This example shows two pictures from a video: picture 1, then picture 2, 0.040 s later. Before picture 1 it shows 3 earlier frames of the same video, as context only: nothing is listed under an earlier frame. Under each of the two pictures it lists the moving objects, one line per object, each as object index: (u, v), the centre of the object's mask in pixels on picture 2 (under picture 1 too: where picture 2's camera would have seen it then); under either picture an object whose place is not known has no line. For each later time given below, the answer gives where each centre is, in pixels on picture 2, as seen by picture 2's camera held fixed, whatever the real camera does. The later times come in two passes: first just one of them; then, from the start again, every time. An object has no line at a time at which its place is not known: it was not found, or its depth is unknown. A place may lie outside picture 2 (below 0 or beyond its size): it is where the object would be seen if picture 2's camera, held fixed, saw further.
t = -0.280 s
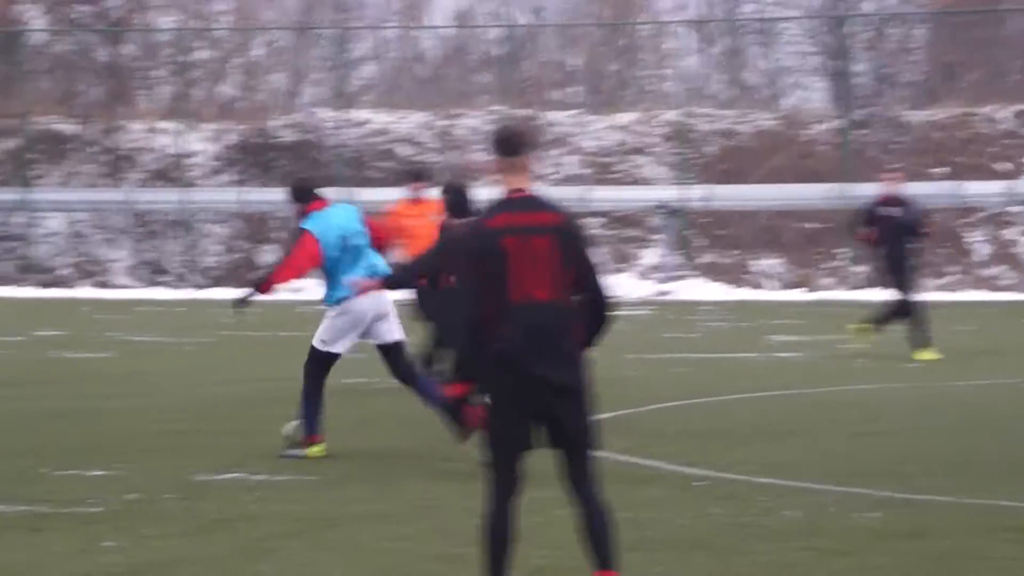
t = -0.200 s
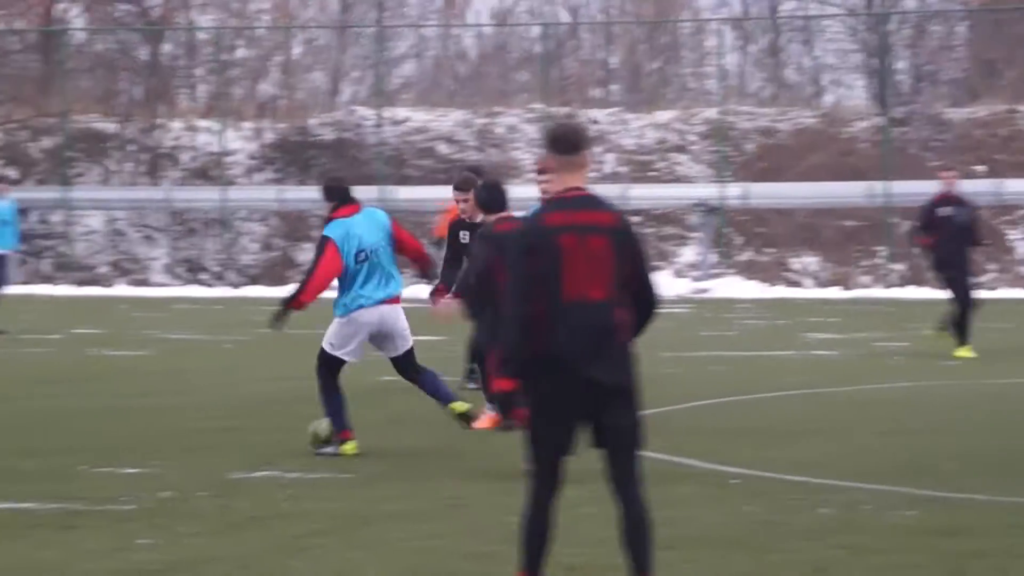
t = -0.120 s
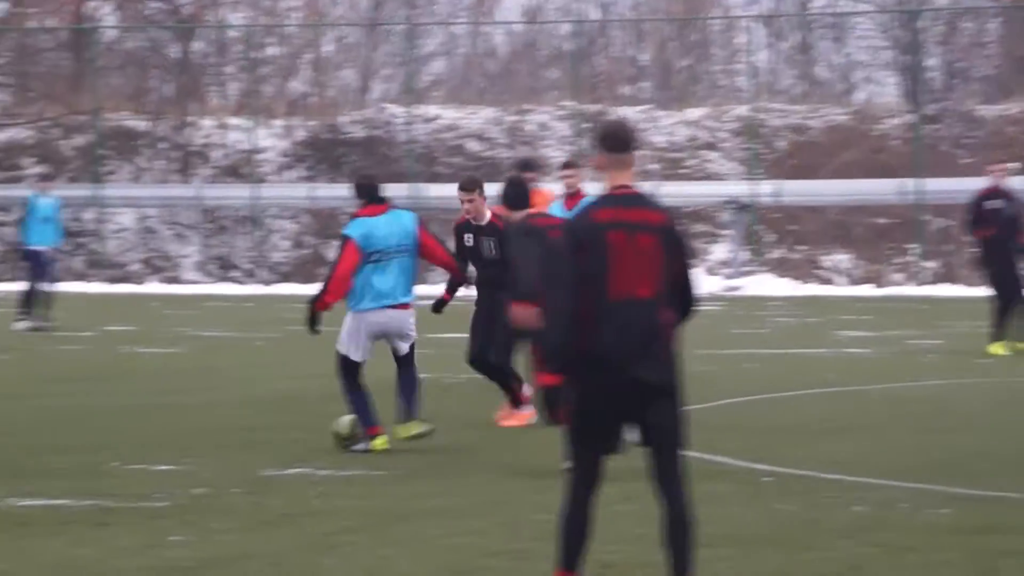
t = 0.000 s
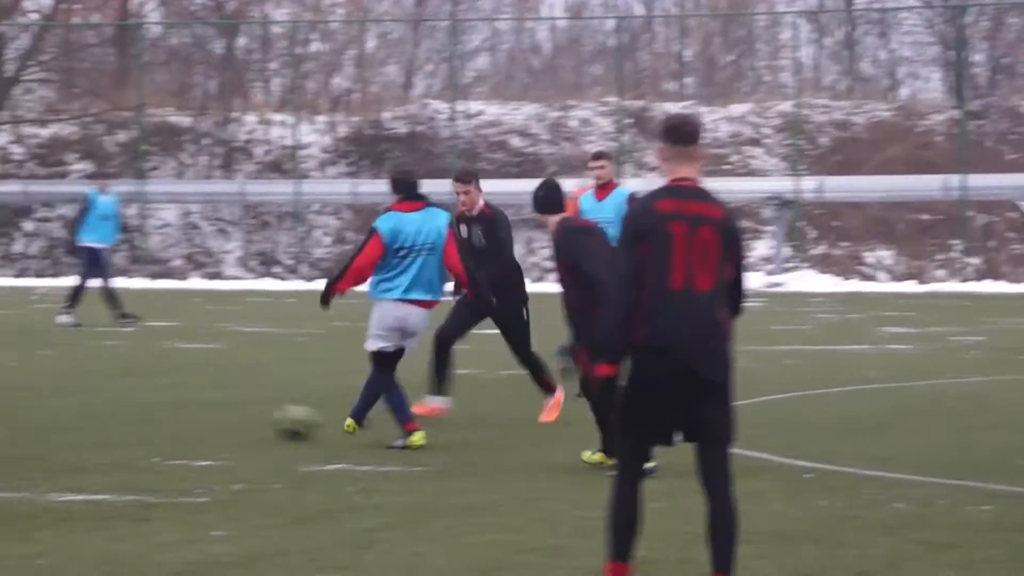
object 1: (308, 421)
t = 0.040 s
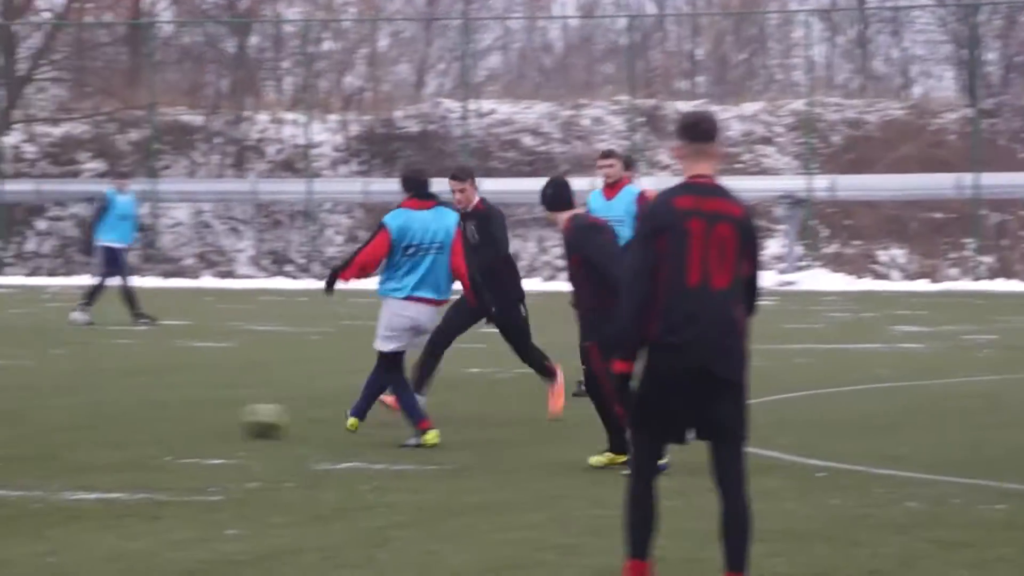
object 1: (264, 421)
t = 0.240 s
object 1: (65, 415)
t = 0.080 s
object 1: (219, 420)
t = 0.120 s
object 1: (179, 419)
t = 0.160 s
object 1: (142, 417)
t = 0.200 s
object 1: (102, 415)
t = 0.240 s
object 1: (65, 415)
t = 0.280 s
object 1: (31, 413)
